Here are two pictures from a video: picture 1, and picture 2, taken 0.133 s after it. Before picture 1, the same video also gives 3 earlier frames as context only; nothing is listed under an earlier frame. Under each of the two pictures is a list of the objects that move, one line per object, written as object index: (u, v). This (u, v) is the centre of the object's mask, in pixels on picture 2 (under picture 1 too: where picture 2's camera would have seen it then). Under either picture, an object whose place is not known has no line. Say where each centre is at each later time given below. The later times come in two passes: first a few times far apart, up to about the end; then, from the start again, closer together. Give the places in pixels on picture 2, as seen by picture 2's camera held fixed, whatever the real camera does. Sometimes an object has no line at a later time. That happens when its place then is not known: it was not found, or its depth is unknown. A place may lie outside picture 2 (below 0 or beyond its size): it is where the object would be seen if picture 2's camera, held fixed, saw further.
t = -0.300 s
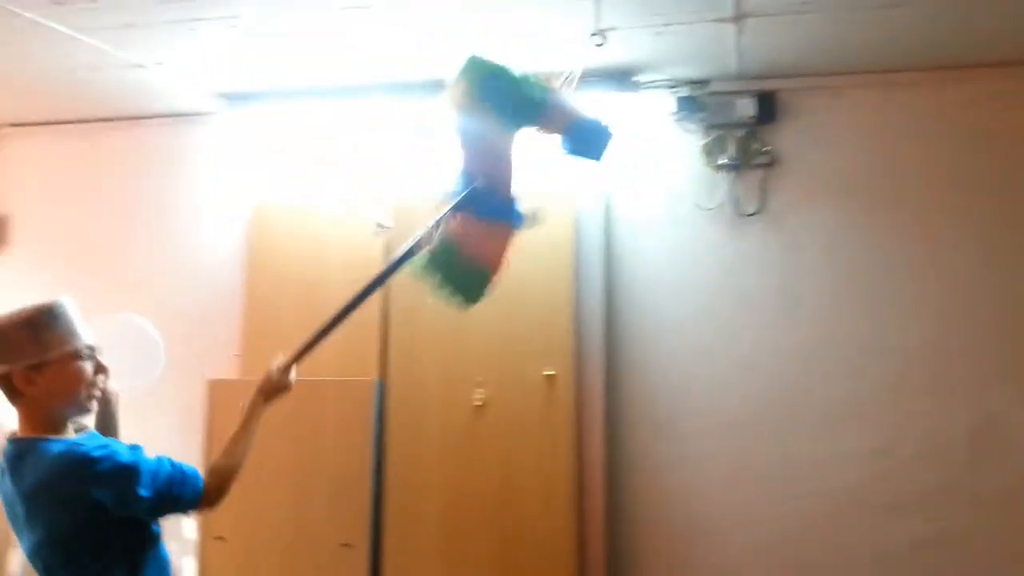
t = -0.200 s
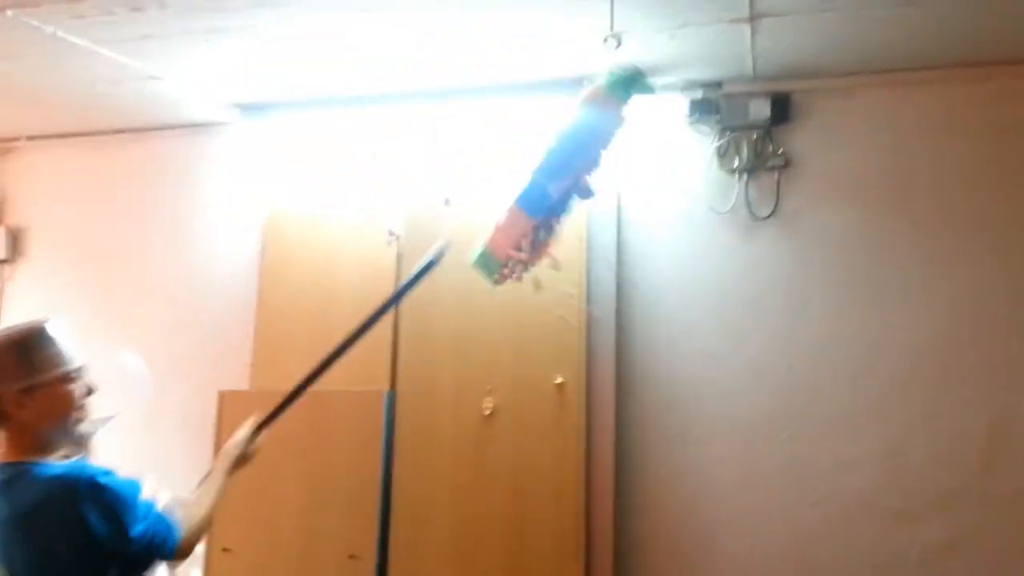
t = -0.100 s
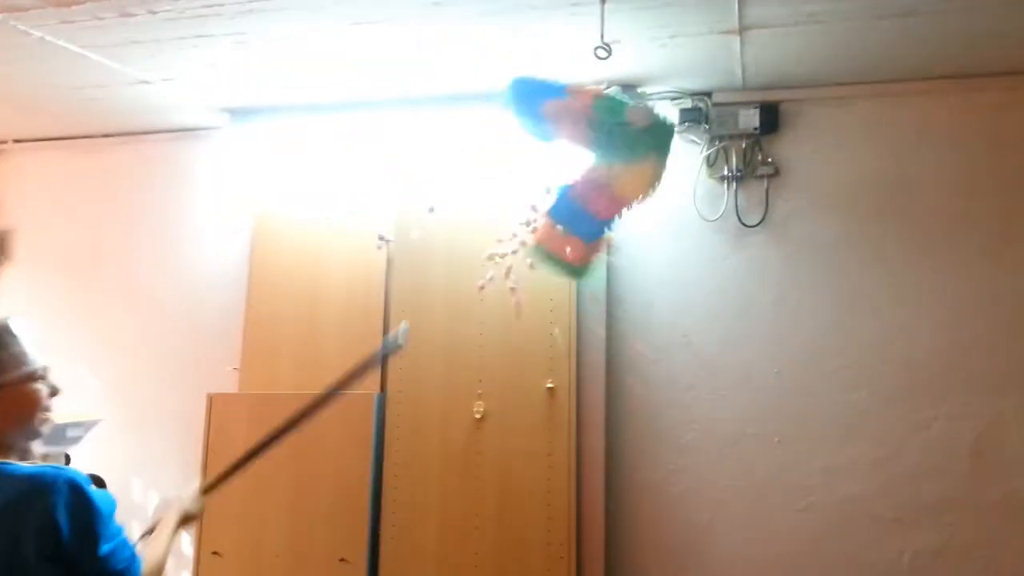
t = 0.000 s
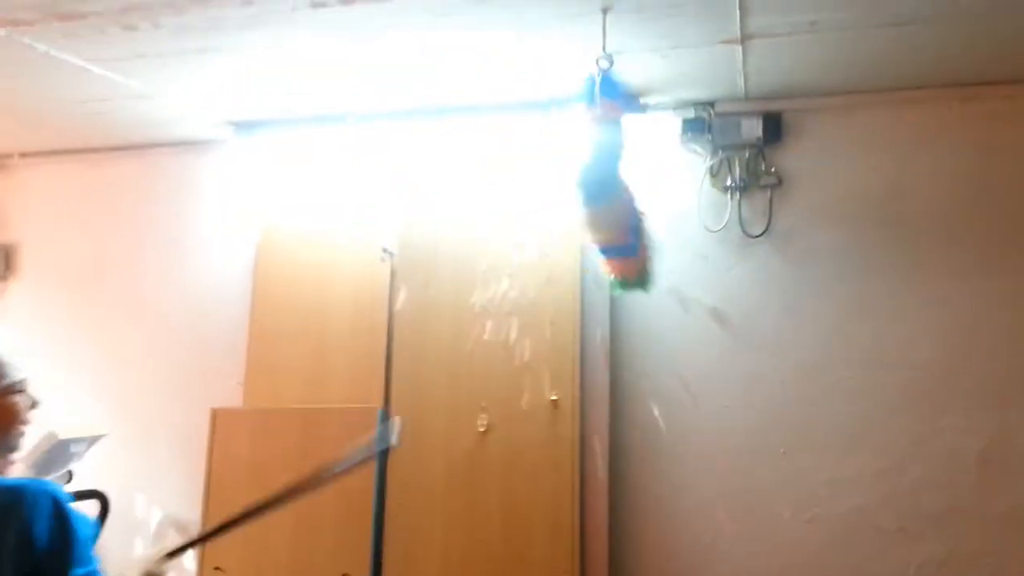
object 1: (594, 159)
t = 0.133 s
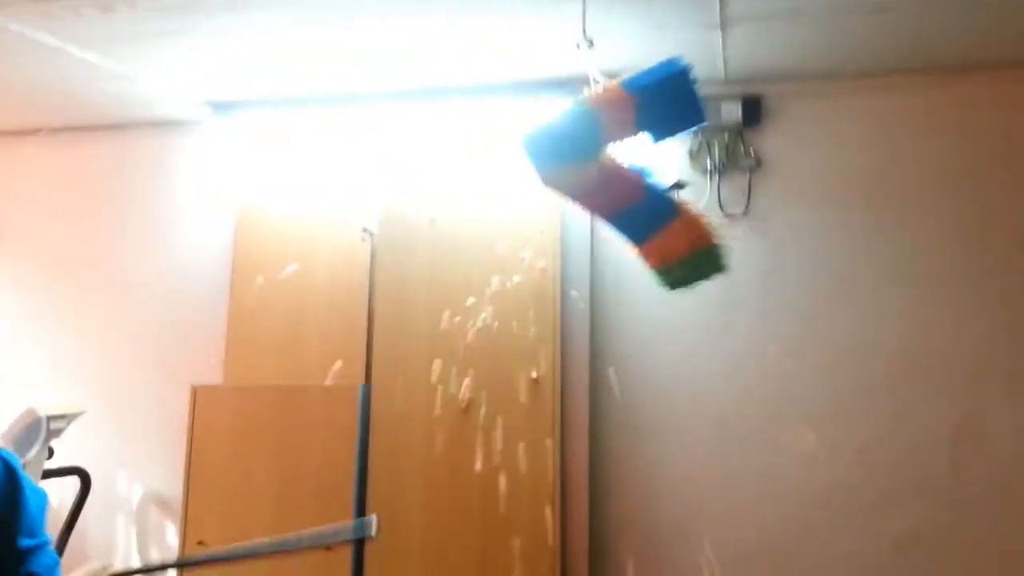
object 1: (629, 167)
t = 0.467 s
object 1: (625, 167)
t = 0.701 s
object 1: (512, 137)
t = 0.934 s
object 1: (473, 171)
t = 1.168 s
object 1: (552, 202)
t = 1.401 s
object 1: (641, 171)
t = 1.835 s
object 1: (671, 170)
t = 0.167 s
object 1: (641, 170)
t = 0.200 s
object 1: (653, 175)
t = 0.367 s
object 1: (666, 193)
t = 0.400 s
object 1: (653, 181)
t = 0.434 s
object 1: (641, 176)
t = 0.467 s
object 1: (625, 167)
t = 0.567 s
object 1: (577, 146)
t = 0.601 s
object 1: (560, 142)
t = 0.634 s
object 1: (544, 138)
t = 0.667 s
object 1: (528, 135)
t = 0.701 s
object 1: (512, 137)
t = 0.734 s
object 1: (500, 140)
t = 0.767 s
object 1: (489, 143)
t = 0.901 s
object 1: (473, 161)
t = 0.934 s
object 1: (473, 171)
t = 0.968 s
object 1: (477, 179)
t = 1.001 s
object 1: (483, 183)
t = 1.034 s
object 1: (492, 187)
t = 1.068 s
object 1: (499, 197)
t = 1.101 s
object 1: (511, 209)
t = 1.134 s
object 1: (530, 209)
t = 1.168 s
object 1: (552, 202)
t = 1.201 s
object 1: (568, 193)
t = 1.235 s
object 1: (580, 185)
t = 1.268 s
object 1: (588, 175)
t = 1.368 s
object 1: (631, 170)
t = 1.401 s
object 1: (641, 171)
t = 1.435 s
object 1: (653, 172)
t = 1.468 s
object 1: (669, 172)
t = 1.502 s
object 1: (685, 172)
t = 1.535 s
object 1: (703, 172)
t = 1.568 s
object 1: (715, 171)
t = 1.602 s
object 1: (720, 167)
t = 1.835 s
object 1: (671, 170)
